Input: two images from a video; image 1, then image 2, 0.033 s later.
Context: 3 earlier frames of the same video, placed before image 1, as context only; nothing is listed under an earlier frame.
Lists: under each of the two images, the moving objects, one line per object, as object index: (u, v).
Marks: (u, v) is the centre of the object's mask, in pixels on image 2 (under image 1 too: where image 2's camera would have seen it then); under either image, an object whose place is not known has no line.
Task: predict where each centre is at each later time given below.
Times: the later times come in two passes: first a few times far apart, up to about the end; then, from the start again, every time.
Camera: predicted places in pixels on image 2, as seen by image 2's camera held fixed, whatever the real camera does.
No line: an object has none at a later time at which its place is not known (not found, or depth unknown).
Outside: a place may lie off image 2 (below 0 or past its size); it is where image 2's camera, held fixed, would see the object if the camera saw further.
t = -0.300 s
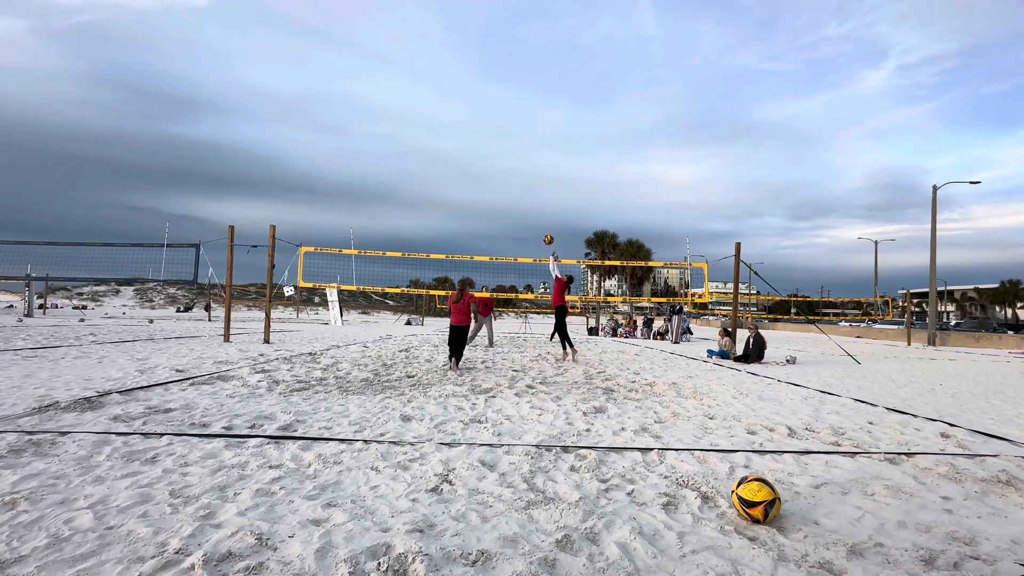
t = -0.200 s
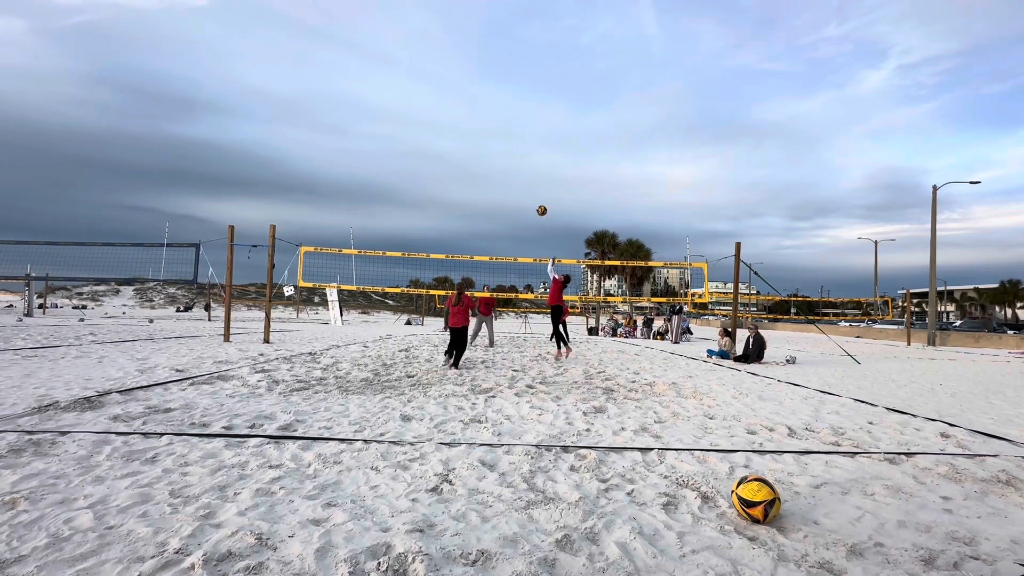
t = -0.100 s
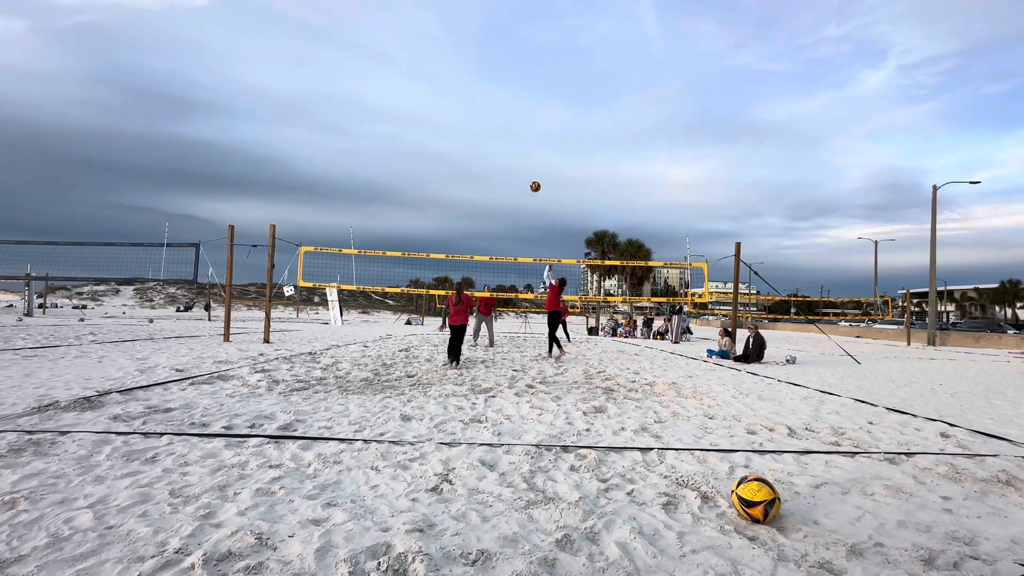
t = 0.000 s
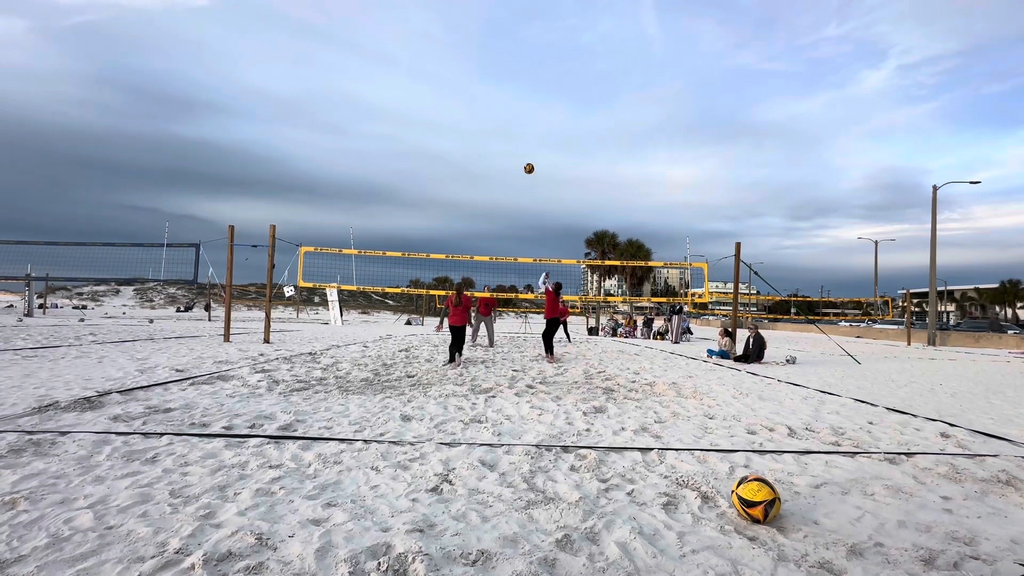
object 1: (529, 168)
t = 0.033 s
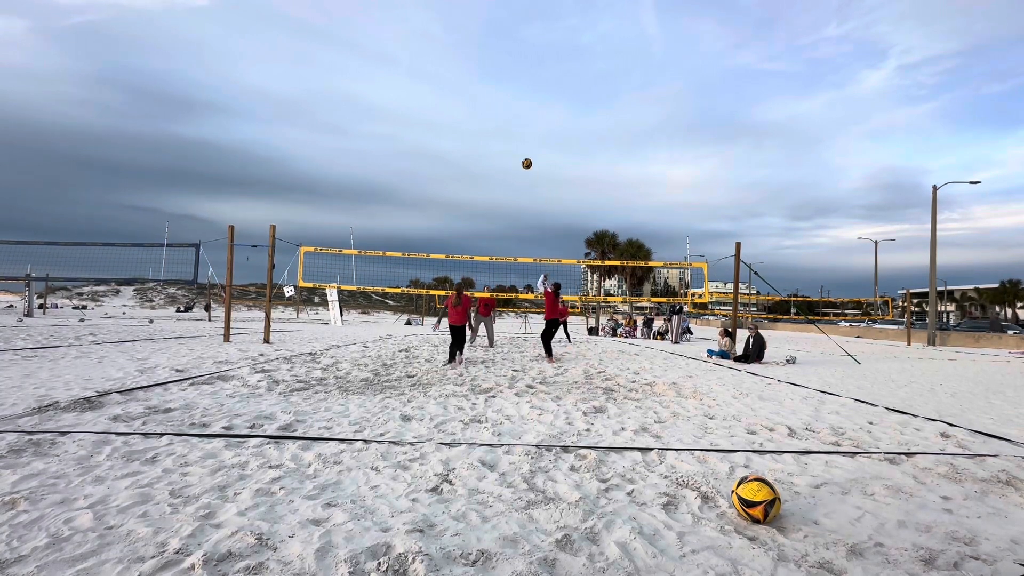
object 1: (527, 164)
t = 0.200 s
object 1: (517, 147)
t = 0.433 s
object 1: (503, 144)
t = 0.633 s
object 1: (490, 162)
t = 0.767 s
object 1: (482, 183)
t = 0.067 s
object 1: (525, 159)
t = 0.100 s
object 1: (523, 155)
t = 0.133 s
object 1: (521, 152)
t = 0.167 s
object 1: (518, 149)
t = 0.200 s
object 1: (517, 147)
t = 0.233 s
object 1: (515, 145)
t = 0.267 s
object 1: (513, 144)
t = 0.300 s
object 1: (511, 143)
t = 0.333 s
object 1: (509, 142)
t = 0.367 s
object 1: (507, 143)
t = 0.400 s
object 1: (505, 143)
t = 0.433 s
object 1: (503, 144)
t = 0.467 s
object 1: (501, 146)
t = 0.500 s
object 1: (498, 148)
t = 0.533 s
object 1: (496, 151)
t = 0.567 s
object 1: (494, 154)
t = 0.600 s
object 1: (492, 157)
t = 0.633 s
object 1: (490, 162)
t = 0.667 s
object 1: (488, 166)
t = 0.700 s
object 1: (486, 171)
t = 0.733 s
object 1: (484, 177)
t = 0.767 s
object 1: (482, 183)
